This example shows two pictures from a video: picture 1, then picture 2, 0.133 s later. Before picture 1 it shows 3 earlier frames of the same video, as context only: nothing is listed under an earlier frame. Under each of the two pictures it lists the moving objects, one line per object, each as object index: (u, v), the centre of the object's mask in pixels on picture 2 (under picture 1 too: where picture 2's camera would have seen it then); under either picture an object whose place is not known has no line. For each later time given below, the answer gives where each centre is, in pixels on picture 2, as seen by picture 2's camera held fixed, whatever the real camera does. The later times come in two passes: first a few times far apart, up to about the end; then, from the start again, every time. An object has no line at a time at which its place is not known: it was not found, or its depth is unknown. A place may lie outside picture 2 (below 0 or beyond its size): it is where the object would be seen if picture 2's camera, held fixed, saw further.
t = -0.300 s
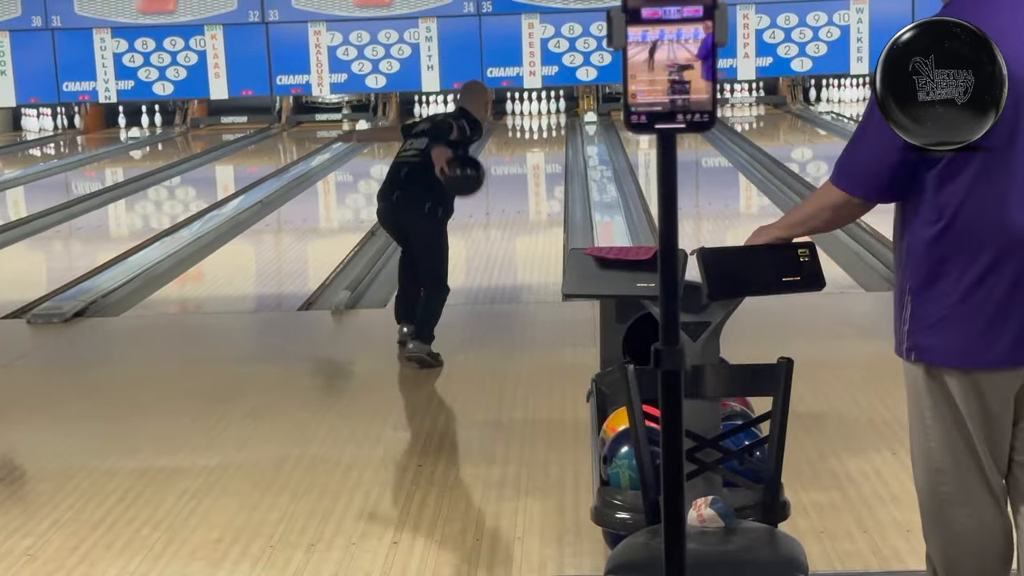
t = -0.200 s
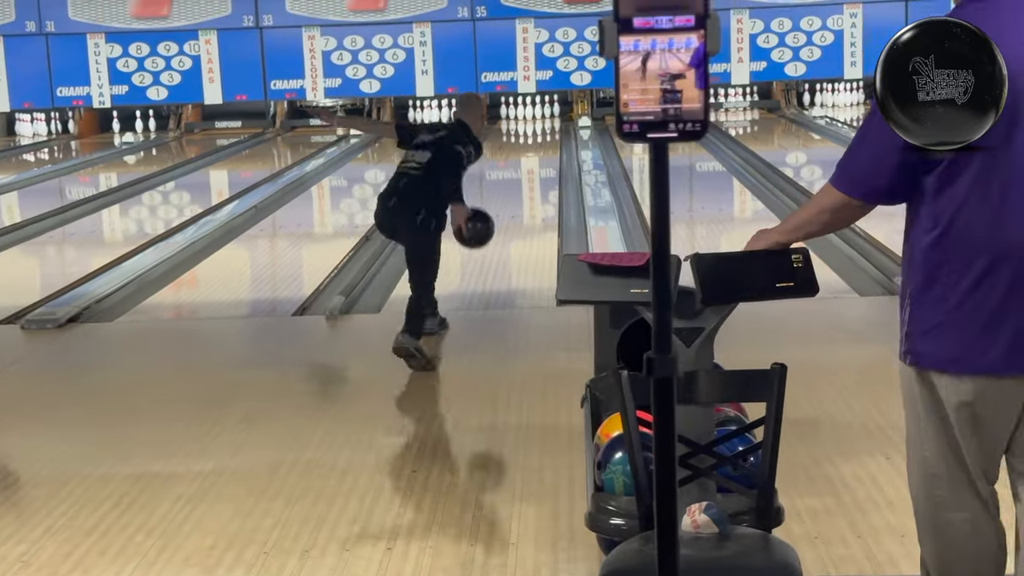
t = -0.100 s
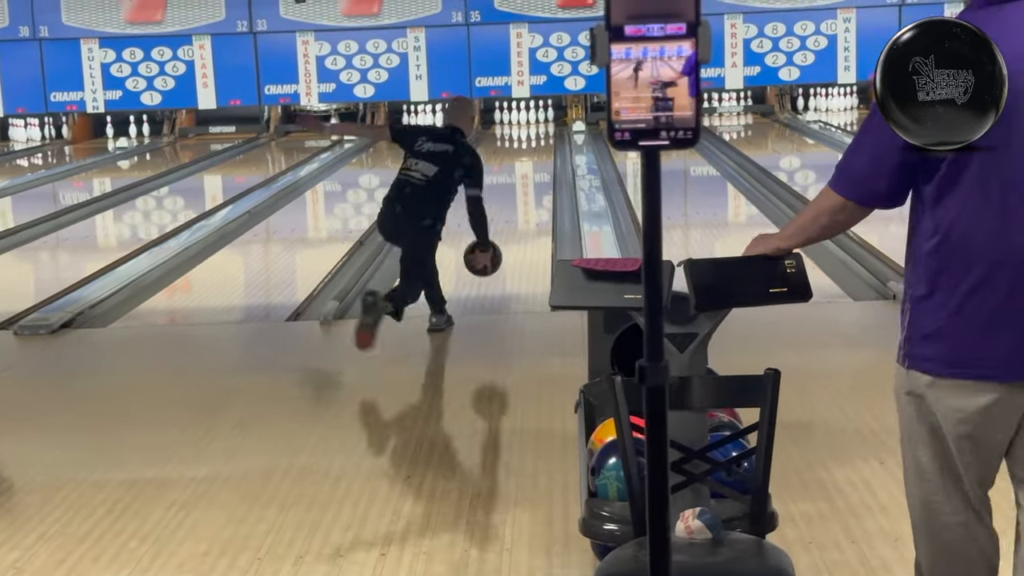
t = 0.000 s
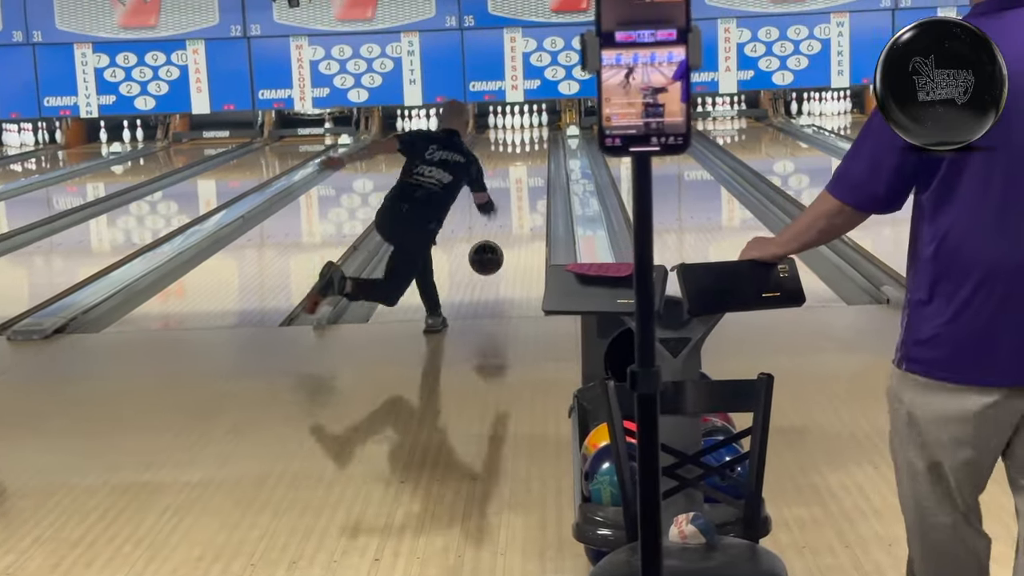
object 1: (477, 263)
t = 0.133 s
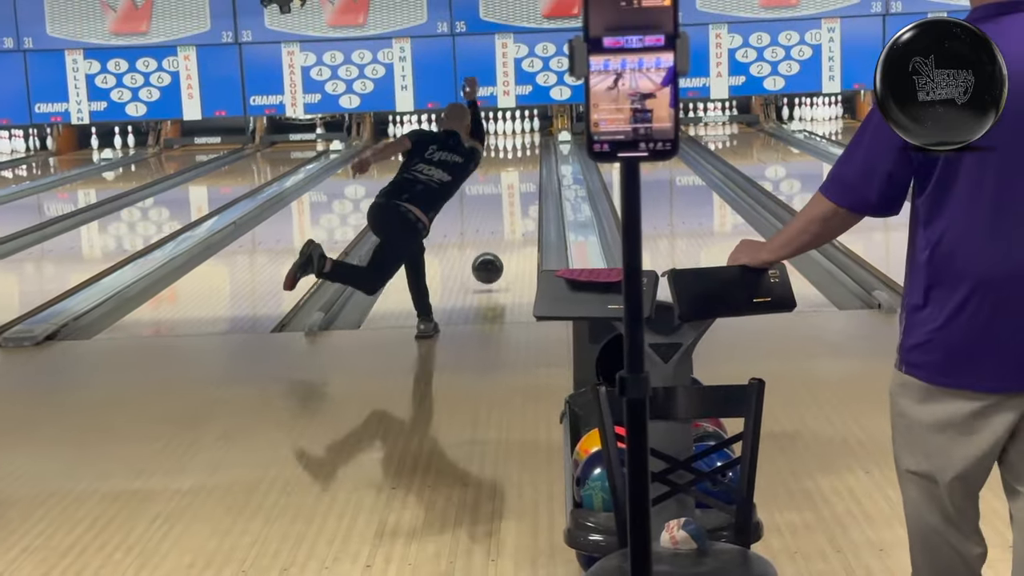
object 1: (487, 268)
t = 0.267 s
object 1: (494, 253)
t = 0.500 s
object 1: (503, 222)
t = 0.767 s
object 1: (510, 197)
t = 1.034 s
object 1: (514, 177)
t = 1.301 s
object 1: (517, 163)
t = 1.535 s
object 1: (519, 152)
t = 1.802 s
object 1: (517, 143)
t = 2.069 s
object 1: (511, 135)
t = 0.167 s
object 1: (489, 268)
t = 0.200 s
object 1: (491, 262)
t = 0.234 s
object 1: (492, 256)
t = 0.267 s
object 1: (494, 253)
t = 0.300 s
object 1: (495, 248)
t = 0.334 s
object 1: (497, 243)
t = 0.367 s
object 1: (498, 239)
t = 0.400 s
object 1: (499, 234)
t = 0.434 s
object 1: (500, 230)
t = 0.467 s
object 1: (501, 226)
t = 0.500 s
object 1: (503, 222)
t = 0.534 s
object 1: (503, 219)
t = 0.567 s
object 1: (505, 215)
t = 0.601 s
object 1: (506, 212)
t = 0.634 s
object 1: (506, 209)
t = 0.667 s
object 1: (507, 206)
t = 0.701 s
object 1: (508, 203)
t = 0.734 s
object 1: (509, 200)
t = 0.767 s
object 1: (510, 197)
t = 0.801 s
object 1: (510, 194)
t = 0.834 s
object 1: (511, 192)
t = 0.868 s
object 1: (511, 189)
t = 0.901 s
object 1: (512, 187)
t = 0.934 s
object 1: (512, 184)
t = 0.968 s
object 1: (513, 182)
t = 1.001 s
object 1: (514, 180)
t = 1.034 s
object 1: (514, 177)
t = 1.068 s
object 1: (514, 175)
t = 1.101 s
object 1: (515, 173)
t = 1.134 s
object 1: (515, 171)
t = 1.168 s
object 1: (516, 170)
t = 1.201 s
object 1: (516, 168)
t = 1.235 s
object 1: (517, 166)
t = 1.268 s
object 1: (517, 165)
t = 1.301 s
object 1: (517, 163)
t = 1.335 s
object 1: (517, 161)
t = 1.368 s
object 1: (518, 160)
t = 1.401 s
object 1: (518, 158)
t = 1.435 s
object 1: (518, 157)
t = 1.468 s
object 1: (518, 155)
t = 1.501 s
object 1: (519, 153)
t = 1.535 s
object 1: (519, 152)
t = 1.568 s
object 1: (519, 151)
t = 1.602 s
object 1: (519, 150)
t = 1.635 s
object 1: (518, 148)
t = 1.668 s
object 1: (518, 147)
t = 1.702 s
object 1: (518, 146)
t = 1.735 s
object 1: (518, 145)
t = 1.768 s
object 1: (517, 144)
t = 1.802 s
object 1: (517, 143)
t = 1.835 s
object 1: (517, 142)
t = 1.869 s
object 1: (516, 141)
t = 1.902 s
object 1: (515, 139)
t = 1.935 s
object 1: (515, 138)
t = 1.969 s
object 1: (514, 137)
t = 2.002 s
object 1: (513, 137)
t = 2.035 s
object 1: (512, 136)
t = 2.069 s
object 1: (511, 135)
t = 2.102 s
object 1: (510, 134)
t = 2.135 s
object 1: (509, 134)
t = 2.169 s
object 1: (508, 133)
